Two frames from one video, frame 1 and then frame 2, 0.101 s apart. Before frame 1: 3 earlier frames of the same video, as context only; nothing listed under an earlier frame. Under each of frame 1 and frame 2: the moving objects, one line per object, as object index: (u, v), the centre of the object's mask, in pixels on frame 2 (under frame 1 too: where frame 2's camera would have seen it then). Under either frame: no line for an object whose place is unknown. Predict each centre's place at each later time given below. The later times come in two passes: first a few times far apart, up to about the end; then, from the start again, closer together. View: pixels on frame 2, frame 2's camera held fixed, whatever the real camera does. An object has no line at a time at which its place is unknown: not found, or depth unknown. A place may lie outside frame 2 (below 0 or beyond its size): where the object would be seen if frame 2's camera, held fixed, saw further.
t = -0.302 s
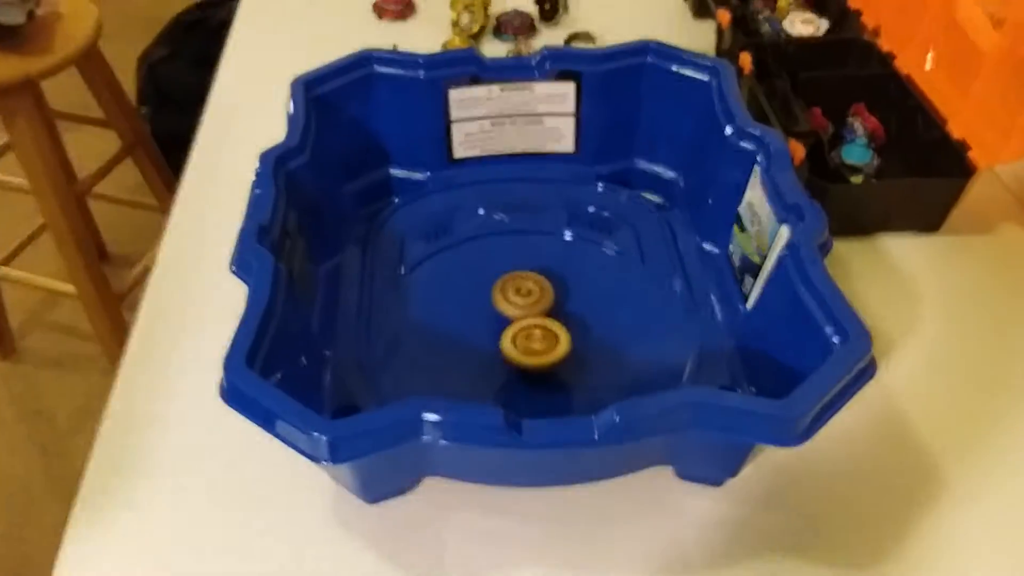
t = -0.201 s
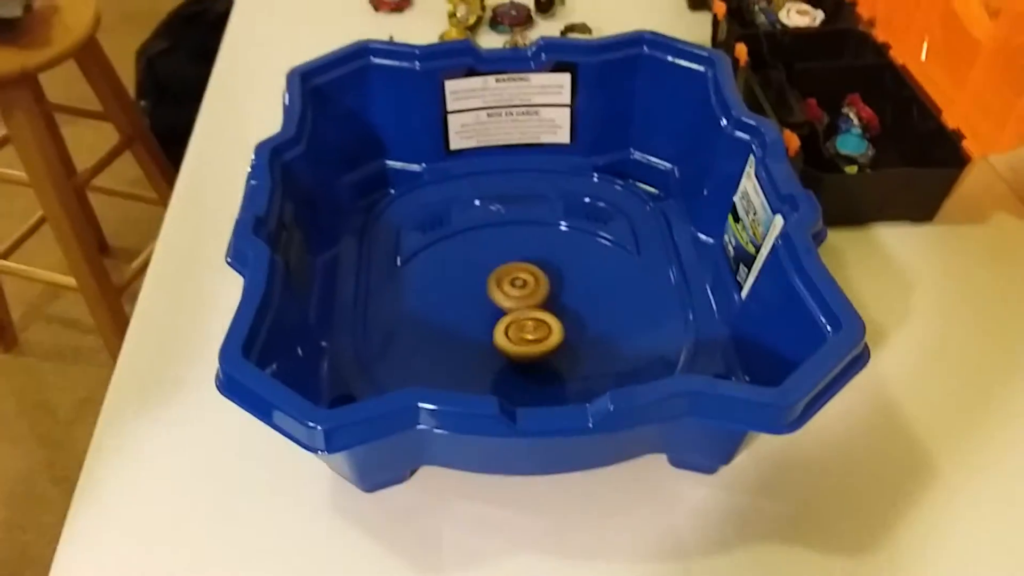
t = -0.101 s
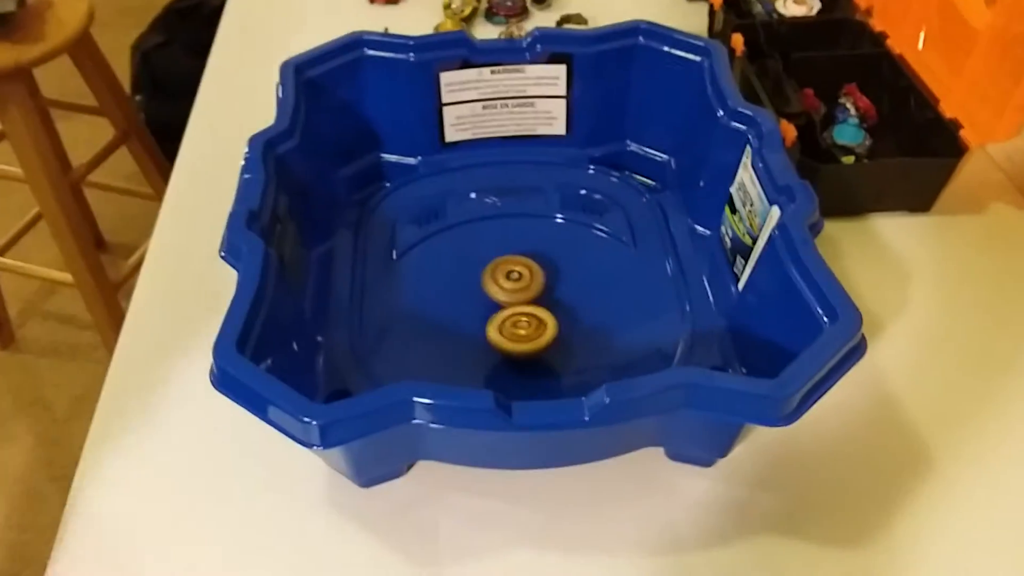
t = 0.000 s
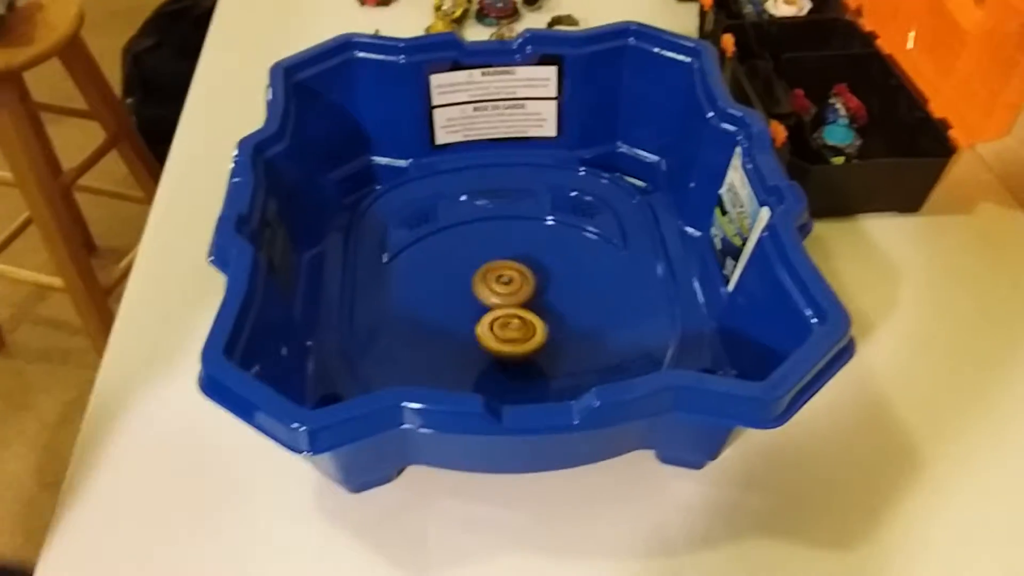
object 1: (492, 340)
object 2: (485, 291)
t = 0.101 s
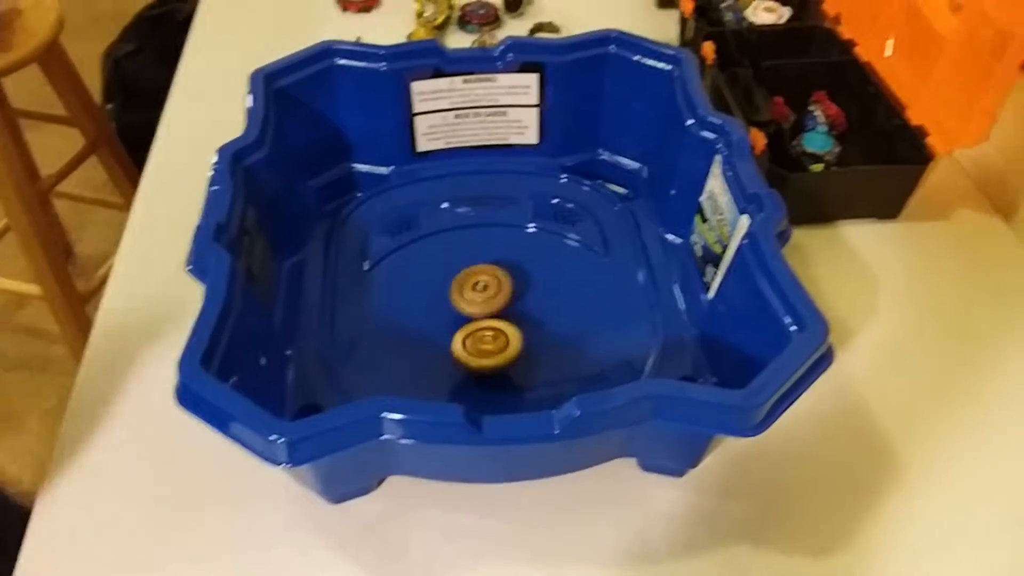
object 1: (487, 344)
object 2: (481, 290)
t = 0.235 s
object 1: (487, 343)
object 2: (481, 290)
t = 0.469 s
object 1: (487, 352)
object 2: (474, 280)
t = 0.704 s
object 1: (486, 353)
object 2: (472, 277)
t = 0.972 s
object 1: (494, 344)
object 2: (482, 295)
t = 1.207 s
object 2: (489, 287)
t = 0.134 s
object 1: (487, 344)
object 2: (482, 290)
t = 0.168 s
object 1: (486, 343)
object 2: (482, 290)
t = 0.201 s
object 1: (488, 343)
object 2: (482, 290)
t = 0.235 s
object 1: (487, 343)
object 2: (481, 290)
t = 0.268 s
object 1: (488, 341)
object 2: (481, 291)
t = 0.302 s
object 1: (488, 341)
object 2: (481, 291)
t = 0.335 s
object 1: (488, 340)
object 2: (481, 290)
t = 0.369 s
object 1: (488, 340)
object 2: (480, 290)
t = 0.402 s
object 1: (487, 341)
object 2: (478, 290)
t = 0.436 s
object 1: (487, 346)
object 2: (475, 284)
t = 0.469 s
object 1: (487, 352)
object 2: (474, 280)
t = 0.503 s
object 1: (486, 353)
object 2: (471, 279)
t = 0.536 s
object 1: (485, 354)
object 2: (472, 279)
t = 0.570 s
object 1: (486, 353)
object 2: (471, 277)
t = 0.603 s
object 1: (489, 353)
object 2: (471, 277)
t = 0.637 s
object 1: (488, 354)
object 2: (471, 276)
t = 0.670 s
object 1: (488, 354)
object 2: (471, 277)
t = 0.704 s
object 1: (486, 353)
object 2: (472, 277)
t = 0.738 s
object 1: (484, 351)
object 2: (472, 277)
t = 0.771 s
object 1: (485, 350)
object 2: (472, 279)
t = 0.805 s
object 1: (487, 349)
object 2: (473, 280)
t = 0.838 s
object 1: (489, 348)
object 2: (474, 282)
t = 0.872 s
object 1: (489, 347)
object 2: (475, 286)
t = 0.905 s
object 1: (490, 345)
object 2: (477, 289)
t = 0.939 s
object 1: (492, 345)
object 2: (479, 293)
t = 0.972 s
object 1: (494, 344)
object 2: (482, 295)
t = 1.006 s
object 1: (496, 344)
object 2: (484, 296)
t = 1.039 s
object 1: (497, 349)
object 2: (484, 294)
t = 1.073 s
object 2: (485, 294)
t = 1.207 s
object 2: (489, 287)
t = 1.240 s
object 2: (489, 285)
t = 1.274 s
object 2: (490, 284)
